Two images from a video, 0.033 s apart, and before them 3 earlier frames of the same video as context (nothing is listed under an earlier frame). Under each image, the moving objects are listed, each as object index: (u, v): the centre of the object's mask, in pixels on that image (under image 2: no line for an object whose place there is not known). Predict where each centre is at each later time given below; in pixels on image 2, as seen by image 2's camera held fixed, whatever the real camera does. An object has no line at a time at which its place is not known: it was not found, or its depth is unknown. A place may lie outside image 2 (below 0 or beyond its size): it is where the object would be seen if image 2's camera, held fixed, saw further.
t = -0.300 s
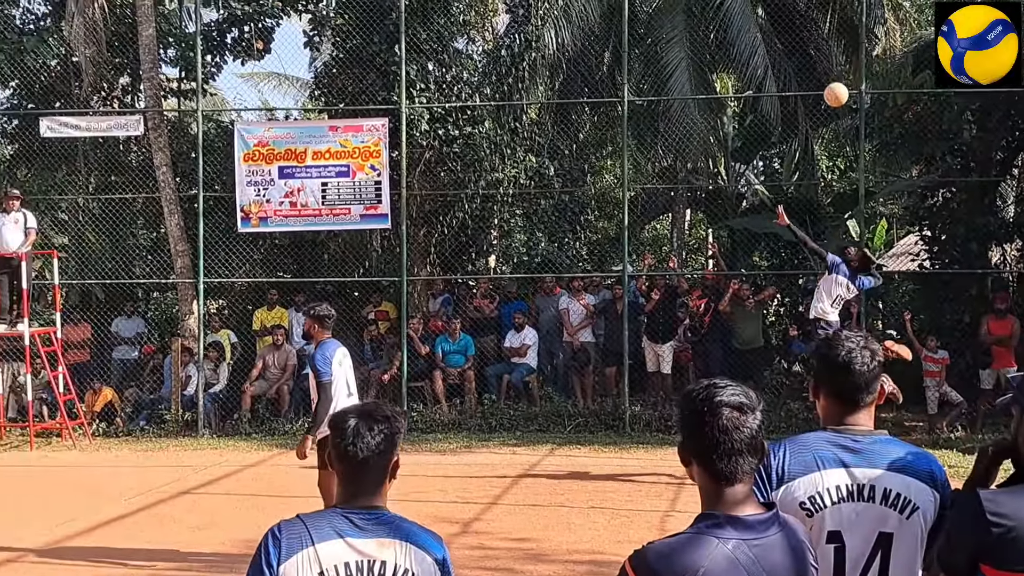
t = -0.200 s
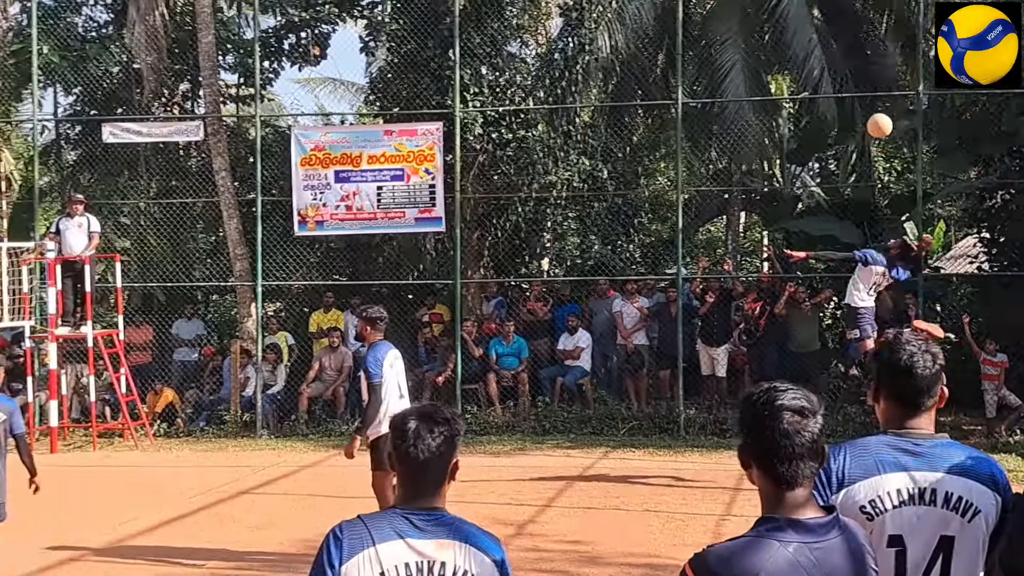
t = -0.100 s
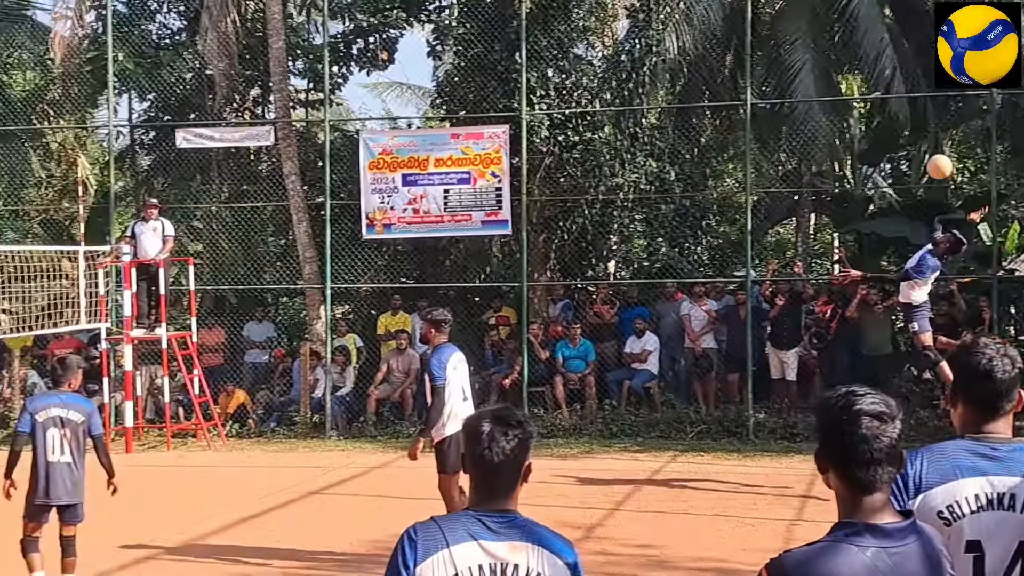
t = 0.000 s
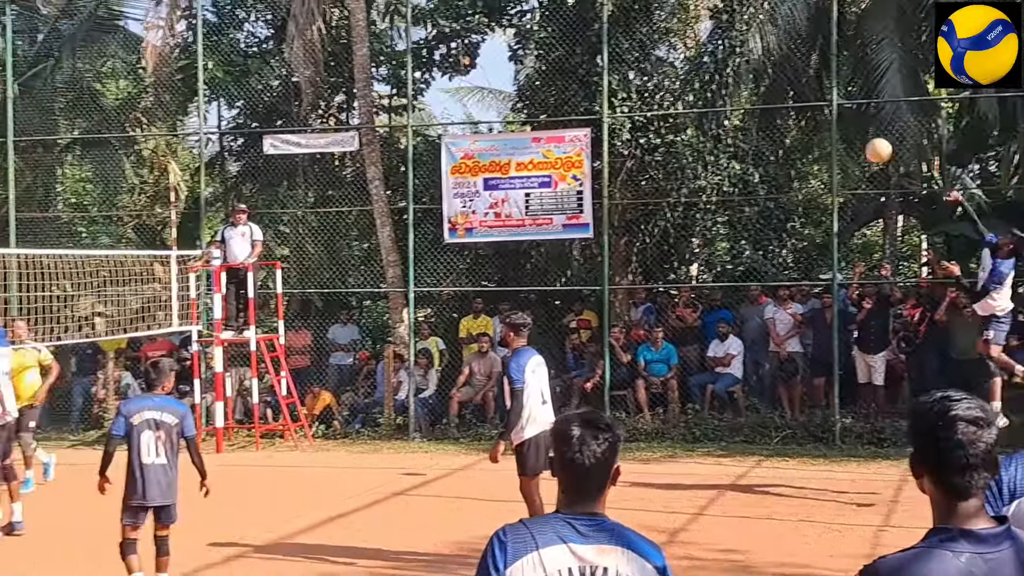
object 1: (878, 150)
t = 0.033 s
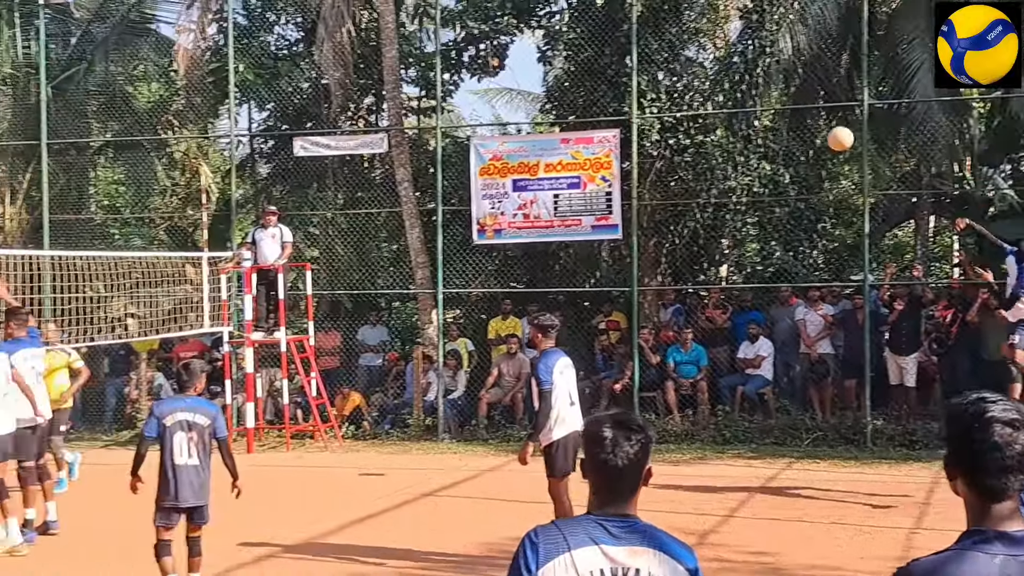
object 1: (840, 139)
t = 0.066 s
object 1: (772, 129)
